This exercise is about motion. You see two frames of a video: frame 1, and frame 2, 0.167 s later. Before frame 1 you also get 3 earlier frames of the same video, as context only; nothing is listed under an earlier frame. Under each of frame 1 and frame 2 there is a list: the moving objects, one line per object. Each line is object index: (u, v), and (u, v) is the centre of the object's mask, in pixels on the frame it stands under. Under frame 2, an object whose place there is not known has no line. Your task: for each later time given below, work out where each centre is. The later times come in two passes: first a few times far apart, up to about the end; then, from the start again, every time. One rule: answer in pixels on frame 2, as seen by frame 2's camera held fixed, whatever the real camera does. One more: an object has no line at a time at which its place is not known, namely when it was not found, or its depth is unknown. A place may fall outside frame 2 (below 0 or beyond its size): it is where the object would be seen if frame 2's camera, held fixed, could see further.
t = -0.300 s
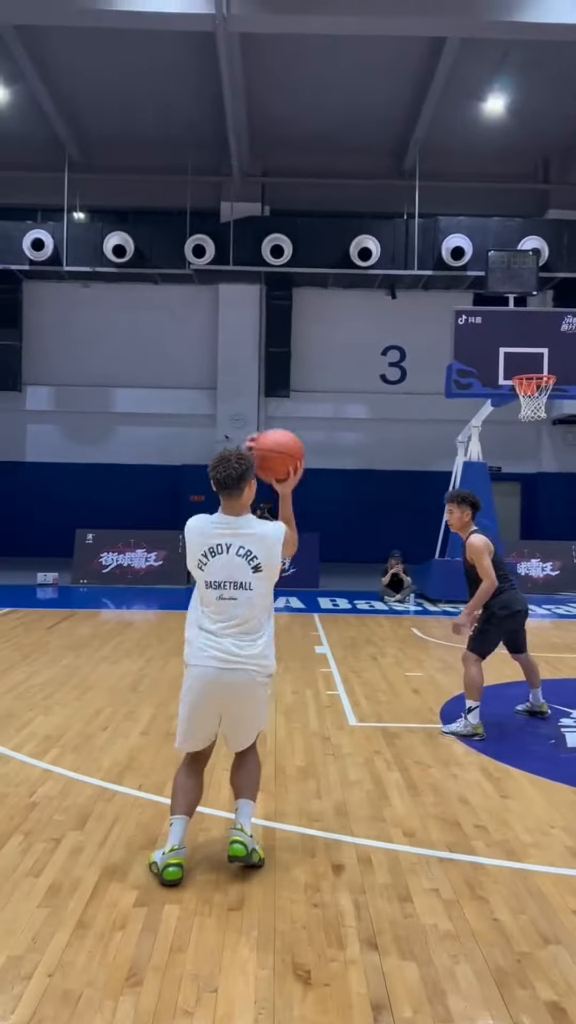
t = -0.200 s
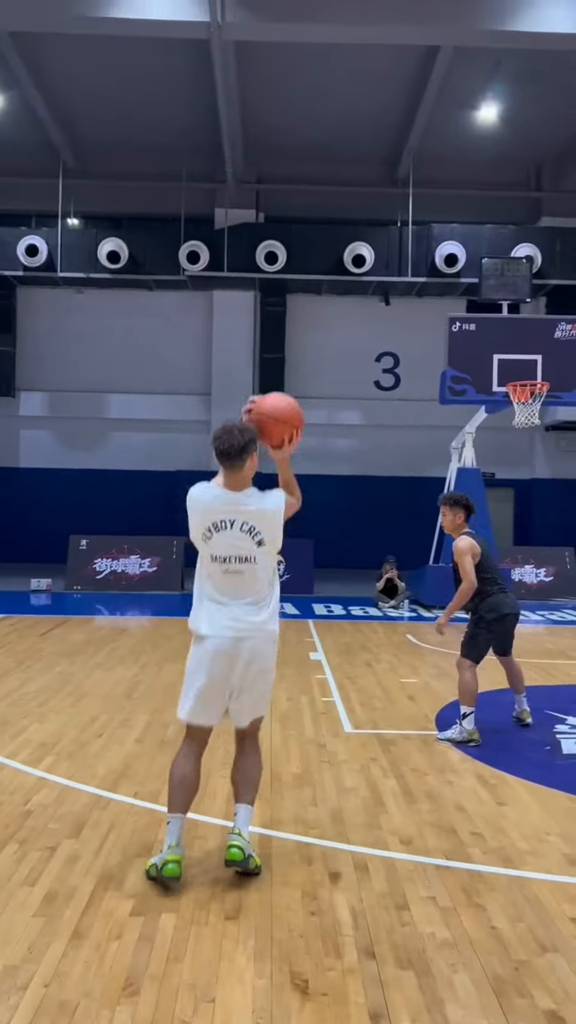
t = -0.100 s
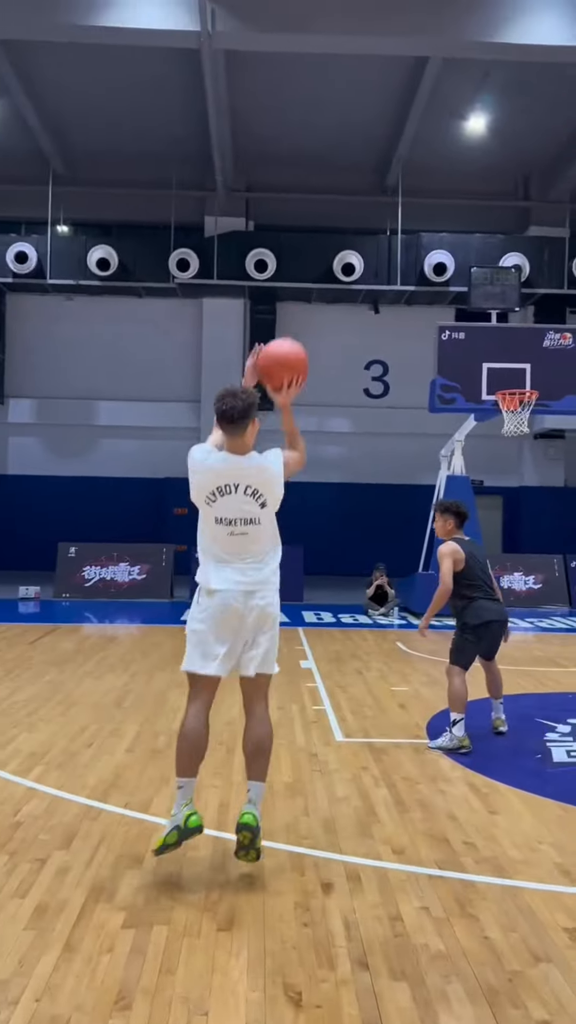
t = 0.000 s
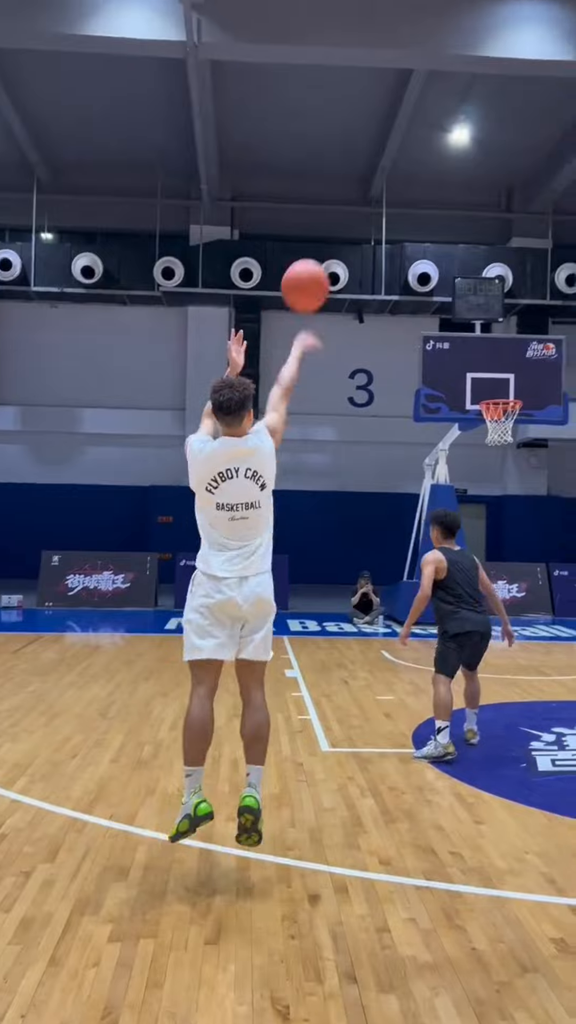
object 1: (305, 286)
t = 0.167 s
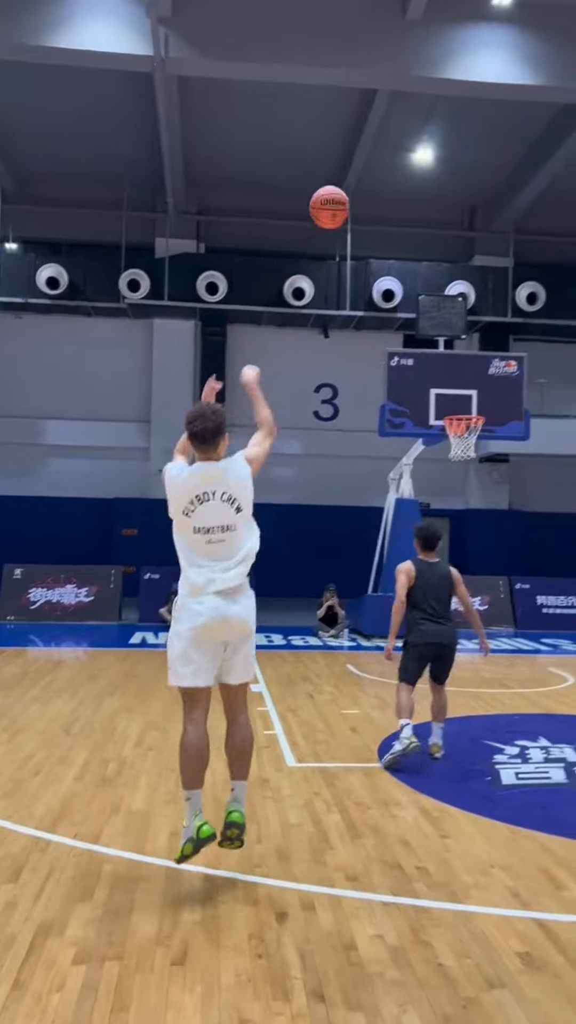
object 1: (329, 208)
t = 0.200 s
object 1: (338, 198)
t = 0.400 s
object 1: (380, 179)
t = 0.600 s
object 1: (407, 210)
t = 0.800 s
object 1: (427, 271)
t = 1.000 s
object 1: (441, 351)
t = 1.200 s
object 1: (429, 394)
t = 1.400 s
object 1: (371, 361)
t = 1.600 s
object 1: (310, 361)
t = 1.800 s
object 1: (245, 395)
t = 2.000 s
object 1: (176, 468)
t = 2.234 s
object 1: (89, 607)
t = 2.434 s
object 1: (29, 613)
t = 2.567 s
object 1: (1, 546)
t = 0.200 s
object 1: (338, 198)
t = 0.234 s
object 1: (347, 190)
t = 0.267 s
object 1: (354, 184)
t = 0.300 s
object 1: (361, 181)
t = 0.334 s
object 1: (368, 179)
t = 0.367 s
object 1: (374, 178)
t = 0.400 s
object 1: (380, 179)
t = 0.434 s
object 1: (385, 182)
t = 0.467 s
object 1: (390, 185)
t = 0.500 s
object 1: (395, 190)
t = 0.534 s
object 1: (399, 196)
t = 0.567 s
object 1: (403, 202)
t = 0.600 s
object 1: (407, 210)
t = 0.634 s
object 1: (411, 218)
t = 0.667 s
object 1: (414, 227)
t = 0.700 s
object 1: (418, 237)
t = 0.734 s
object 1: (421, 248)
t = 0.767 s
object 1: (424, 259)
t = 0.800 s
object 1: (427, 271)
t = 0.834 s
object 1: (429, 283)
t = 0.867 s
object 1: (431, 296)
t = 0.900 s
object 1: (434, 310)
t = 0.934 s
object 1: (436, 323)
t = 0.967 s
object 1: (439, 337)
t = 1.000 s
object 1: (441, 351)
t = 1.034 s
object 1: (443, 367)
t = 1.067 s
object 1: (445, 380)
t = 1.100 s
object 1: (447, 397)
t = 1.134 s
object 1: (448, 410)
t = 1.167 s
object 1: (440, 403)
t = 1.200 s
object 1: (429, 394)
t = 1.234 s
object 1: (420, 386)
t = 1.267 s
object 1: (410, 379)
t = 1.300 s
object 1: (401, 374)
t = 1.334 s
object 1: (392, 369)
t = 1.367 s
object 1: (381, 364)
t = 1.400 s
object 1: (371, 361)
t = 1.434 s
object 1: (361, 359)
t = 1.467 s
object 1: (352, 357)
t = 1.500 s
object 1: (341, 357)
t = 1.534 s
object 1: (331, 357)
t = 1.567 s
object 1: (321, 358)
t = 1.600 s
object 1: (310, 361)
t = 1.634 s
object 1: (300, 364)
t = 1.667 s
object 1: (289, 368)
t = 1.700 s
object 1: (278, 373)
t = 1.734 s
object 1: (267, 379)
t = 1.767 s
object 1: (256, 387)
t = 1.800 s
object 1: (245, 395)
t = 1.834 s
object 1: (233, 405)
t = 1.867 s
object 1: (223, 416)
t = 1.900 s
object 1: (211, 427)
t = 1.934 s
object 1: (200, 439)
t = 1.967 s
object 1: (188, 453)
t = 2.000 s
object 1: (176, 468)
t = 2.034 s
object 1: (165, 484)
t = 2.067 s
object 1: (152, 502)
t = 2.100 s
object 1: (140, 520)
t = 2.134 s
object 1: (127, 540)
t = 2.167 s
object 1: (114, 561)
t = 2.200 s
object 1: (102, 583)
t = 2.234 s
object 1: (89, 607)
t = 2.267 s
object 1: (74, 631)
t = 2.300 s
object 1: (60, 658)
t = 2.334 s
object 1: (48, 676)
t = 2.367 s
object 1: (42, 652)
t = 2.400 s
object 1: (36, 632)
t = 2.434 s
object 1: (29, 613)
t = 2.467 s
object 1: (23, 594)
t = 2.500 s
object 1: (16, 577)
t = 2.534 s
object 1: (8, 561)
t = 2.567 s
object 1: (1, 546)
